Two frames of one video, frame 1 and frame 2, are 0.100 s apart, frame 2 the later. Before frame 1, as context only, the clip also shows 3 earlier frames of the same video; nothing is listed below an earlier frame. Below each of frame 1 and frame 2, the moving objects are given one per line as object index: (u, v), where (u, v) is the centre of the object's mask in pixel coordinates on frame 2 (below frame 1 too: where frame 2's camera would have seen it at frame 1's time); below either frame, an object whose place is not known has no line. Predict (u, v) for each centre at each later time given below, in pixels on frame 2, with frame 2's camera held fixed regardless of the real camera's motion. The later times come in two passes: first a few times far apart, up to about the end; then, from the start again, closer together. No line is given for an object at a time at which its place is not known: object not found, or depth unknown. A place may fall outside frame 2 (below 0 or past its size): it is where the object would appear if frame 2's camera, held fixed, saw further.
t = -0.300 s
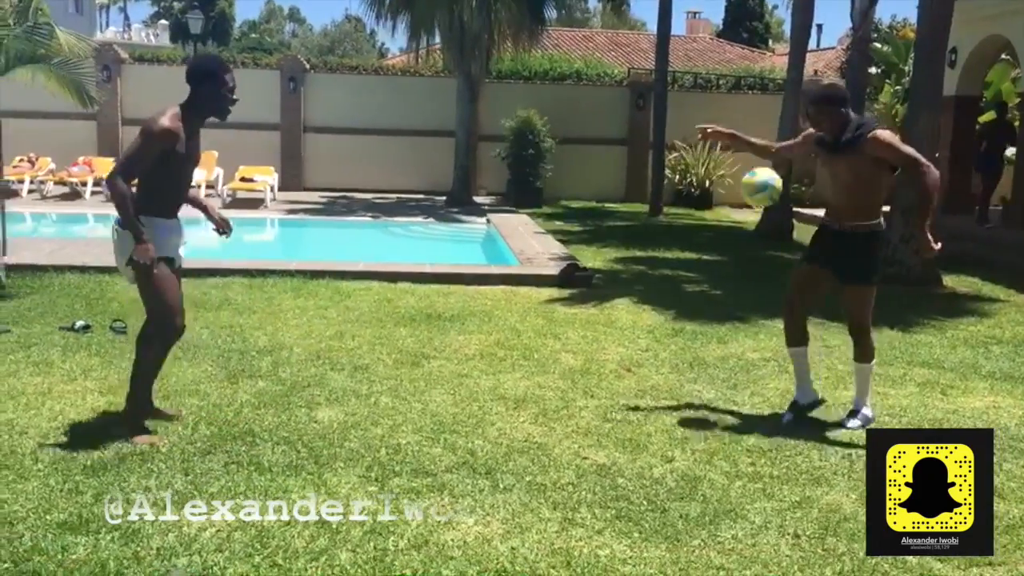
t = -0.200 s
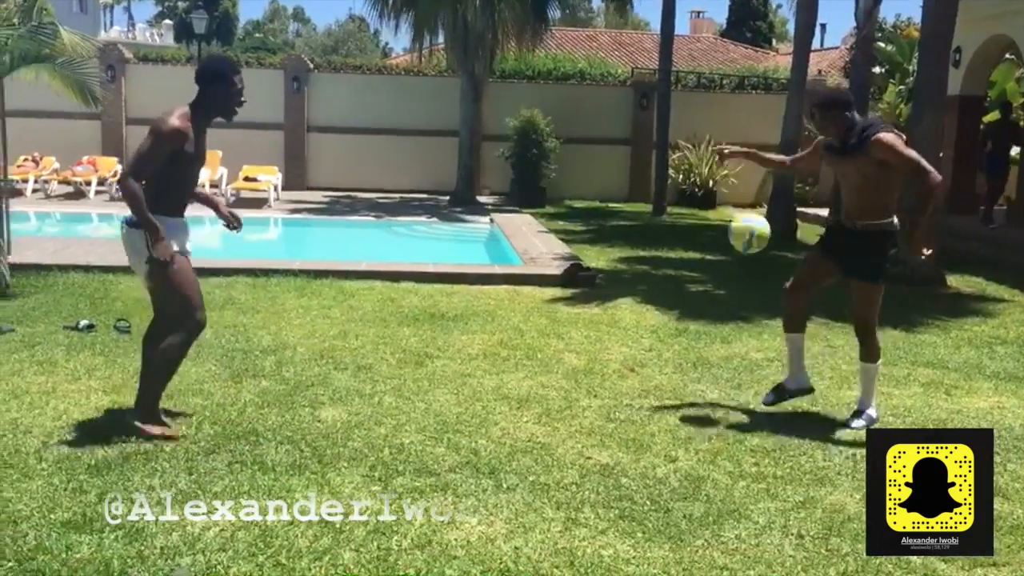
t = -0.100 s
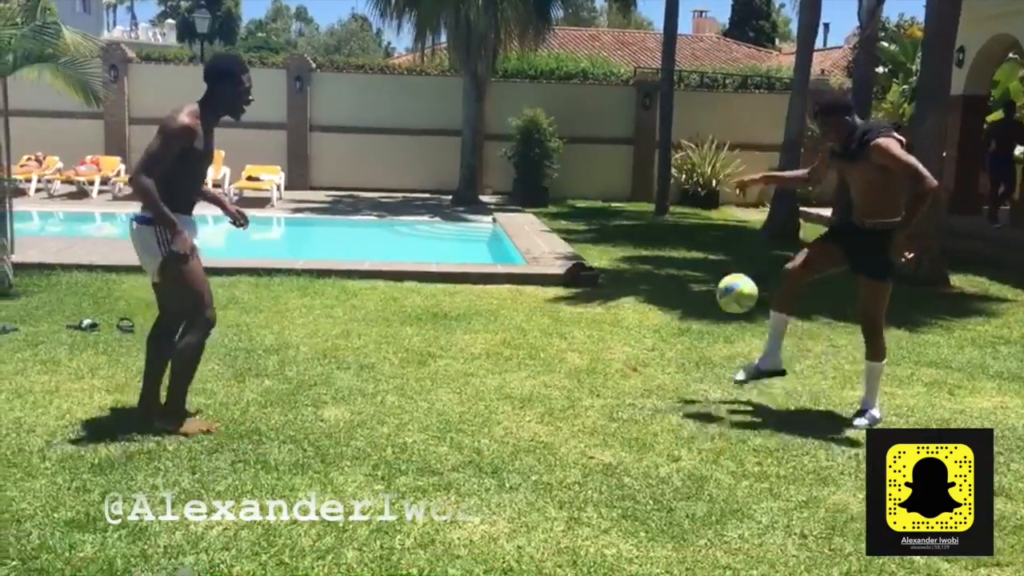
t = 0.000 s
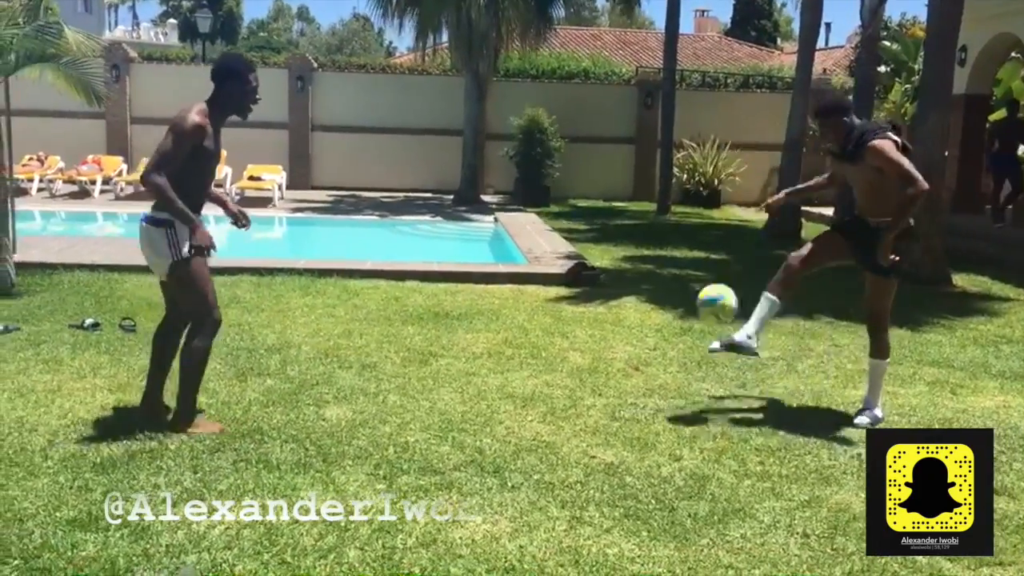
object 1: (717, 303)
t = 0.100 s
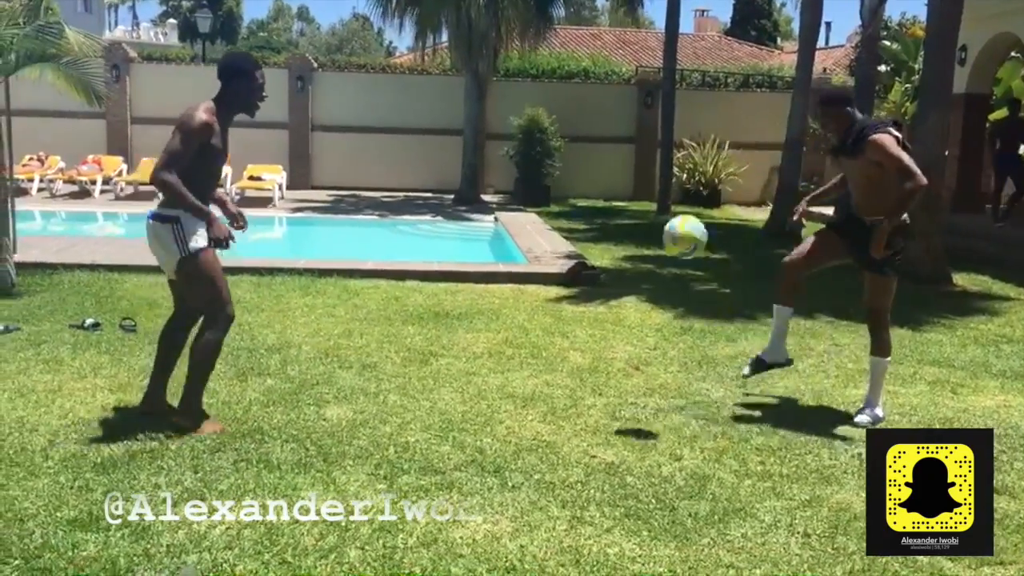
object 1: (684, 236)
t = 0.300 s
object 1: (605, 146)
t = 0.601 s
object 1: (443, 170)
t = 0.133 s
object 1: (673, 217)
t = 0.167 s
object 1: (661, 200)
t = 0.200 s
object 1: (648, 184)
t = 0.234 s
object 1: (634, 169)
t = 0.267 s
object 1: (620, 156)
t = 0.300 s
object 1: (605, 146)
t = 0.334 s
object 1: (590, 138)
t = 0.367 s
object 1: (574, 132)
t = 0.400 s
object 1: (556, 128)
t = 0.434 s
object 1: (539, 129)
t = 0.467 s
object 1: (521, 131)
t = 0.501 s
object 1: (502, 136)
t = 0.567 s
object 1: (463, 155)
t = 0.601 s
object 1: (443, 170)
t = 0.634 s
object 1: (421, 187)
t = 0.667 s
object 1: (400, 208)
